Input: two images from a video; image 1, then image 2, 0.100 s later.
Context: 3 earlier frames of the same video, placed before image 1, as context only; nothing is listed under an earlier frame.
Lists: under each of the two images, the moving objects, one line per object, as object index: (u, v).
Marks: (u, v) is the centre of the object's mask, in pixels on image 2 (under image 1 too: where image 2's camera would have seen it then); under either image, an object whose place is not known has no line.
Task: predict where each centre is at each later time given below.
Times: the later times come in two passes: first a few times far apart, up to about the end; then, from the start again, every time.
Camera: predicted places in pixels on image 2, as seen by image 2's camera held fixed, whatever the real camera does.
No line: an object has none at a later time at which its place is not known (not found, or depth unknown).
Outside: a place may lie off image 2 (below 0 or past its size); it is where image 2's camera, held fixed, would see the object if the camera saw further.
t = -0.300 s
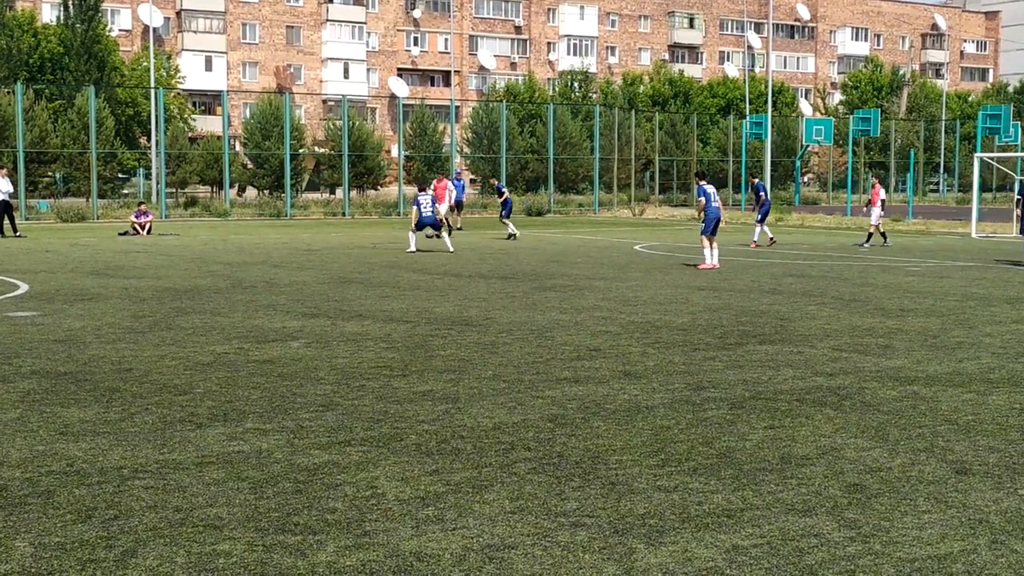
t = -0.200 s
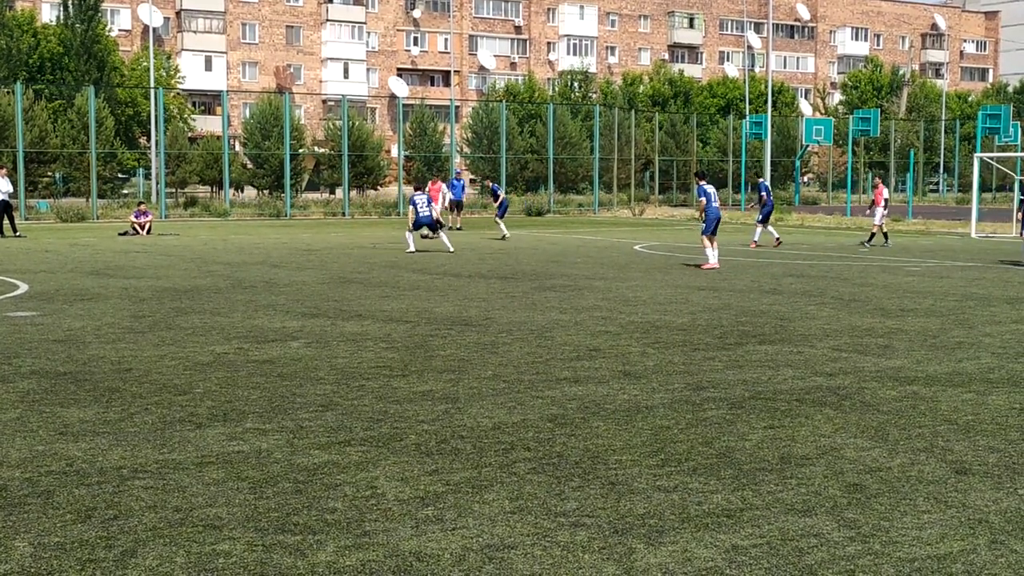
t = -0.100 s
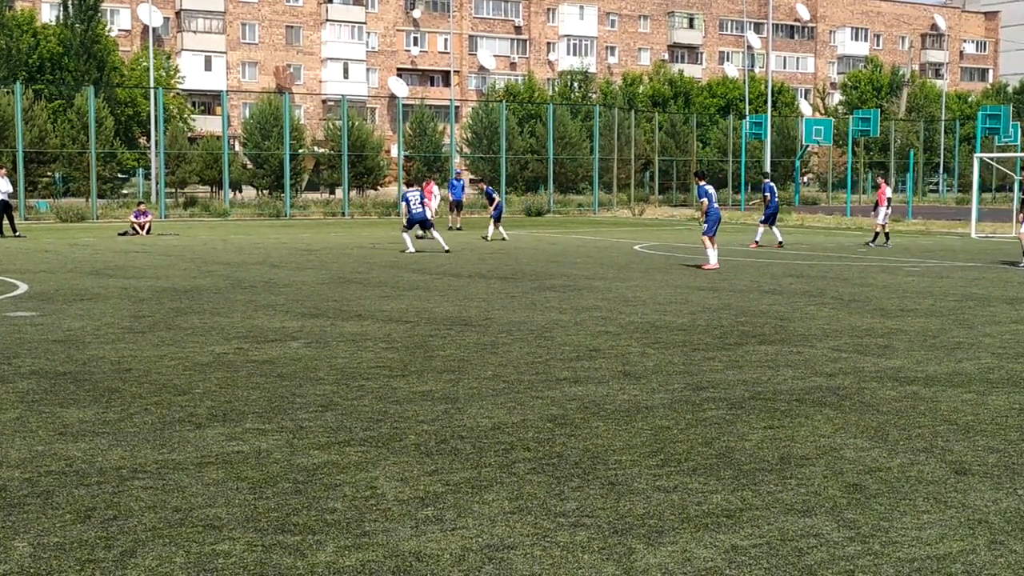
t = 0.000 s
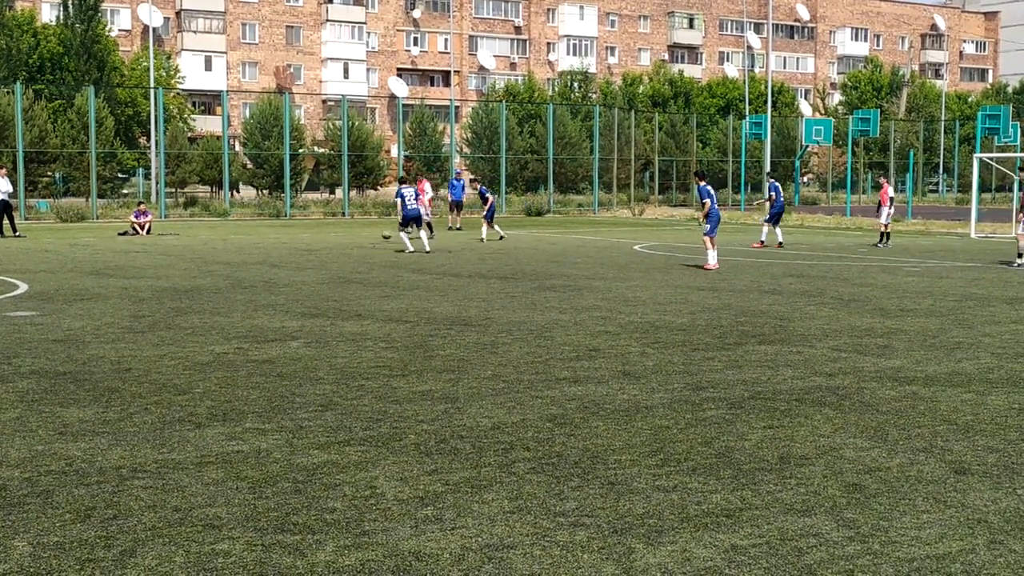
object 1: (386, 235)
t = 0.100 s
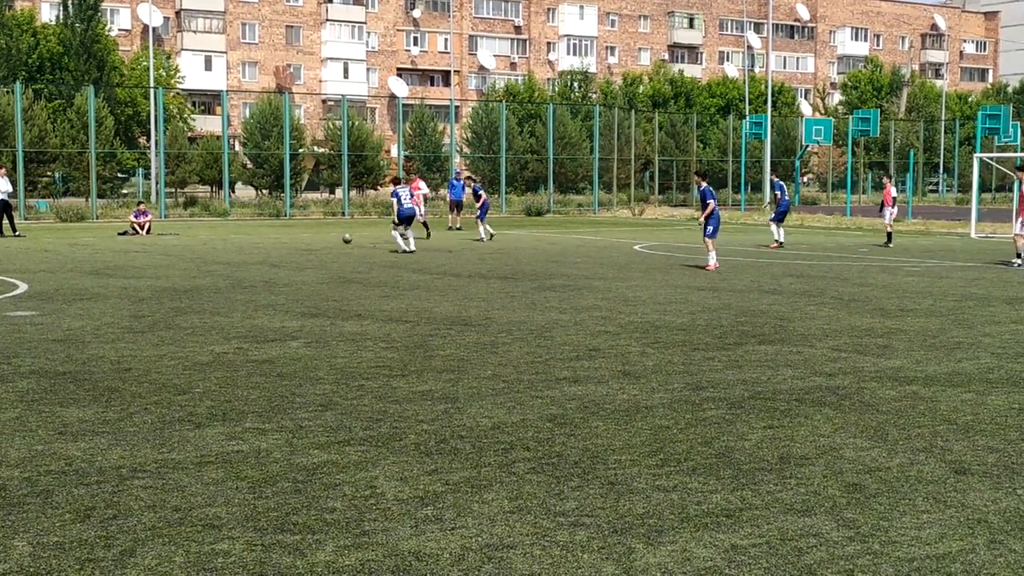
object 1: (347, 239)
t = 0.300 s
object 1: (268, 243)
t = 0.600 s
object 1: (155, 246)
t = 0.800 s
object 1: (83, 255)
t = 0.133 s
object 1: (333, 240)
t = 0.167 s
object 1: (321, 239)
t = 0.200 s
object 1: (308, 240)
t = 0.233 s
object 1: (295, 240)
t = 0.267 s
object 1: (282, 241)
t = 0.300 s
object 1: (268, 243)
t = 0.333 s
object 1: (255, 245)
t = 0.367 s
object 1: (242, 244)
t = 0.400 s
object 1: (230, 244)
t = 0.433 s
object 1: (217, 245)
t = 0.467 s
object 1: (204, 246)
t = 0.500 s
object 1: (190, 248)
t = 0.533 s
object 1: (178, 249)
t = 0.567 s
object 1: (167, 247)
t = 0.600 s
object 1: (155, 246)
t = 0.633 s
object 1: (144, 245)
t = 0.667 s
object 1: (132, 246)
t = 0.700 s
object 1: (120, 247)
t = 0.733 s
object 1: (108, 249)
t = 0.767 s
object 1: (96, 251)
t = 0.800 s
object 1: (83, 255)
